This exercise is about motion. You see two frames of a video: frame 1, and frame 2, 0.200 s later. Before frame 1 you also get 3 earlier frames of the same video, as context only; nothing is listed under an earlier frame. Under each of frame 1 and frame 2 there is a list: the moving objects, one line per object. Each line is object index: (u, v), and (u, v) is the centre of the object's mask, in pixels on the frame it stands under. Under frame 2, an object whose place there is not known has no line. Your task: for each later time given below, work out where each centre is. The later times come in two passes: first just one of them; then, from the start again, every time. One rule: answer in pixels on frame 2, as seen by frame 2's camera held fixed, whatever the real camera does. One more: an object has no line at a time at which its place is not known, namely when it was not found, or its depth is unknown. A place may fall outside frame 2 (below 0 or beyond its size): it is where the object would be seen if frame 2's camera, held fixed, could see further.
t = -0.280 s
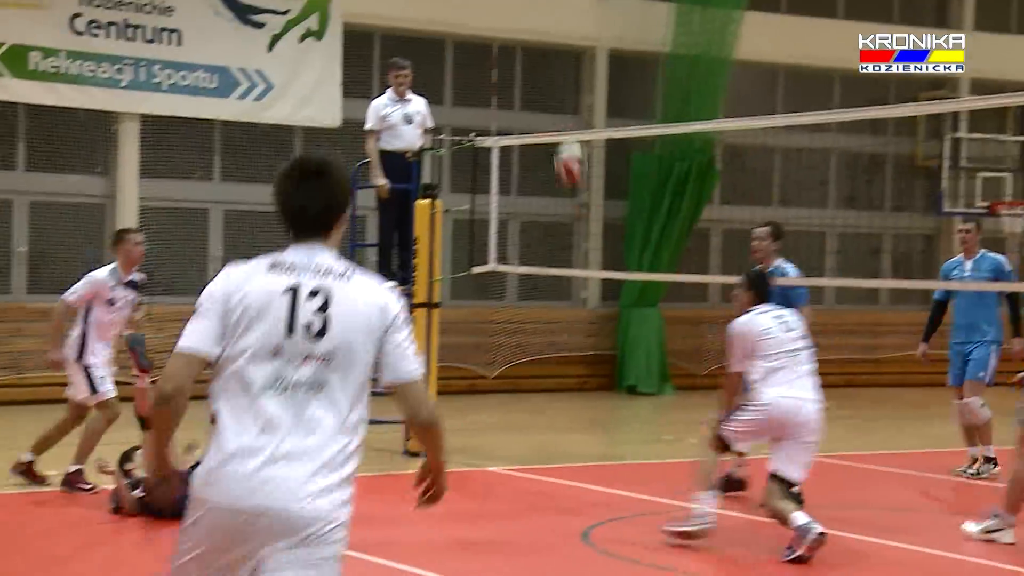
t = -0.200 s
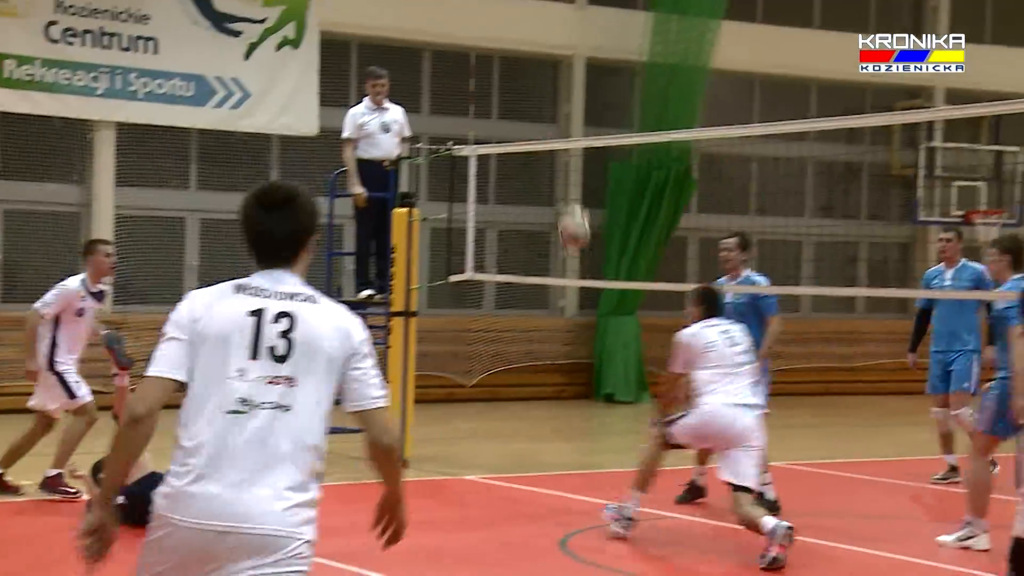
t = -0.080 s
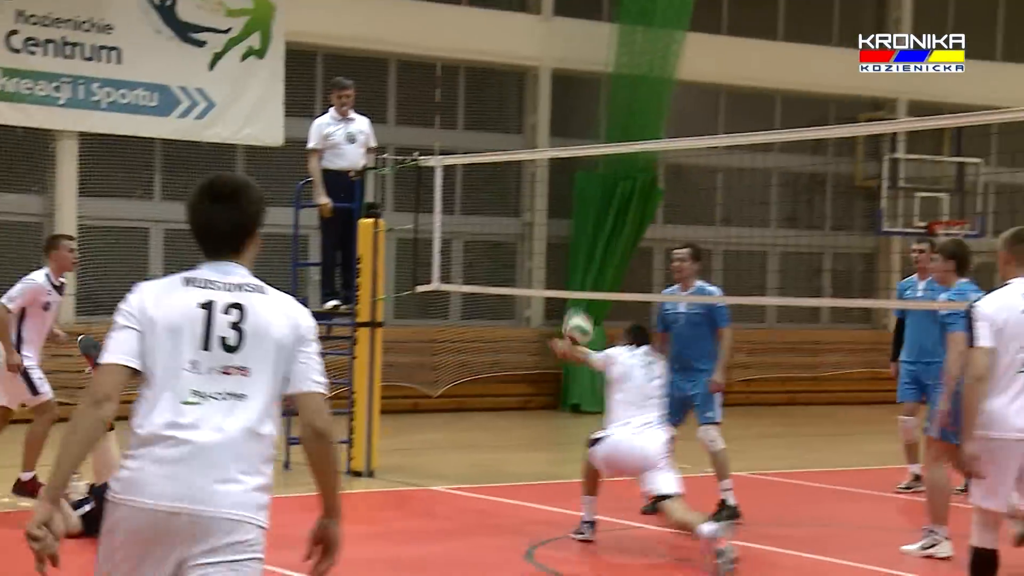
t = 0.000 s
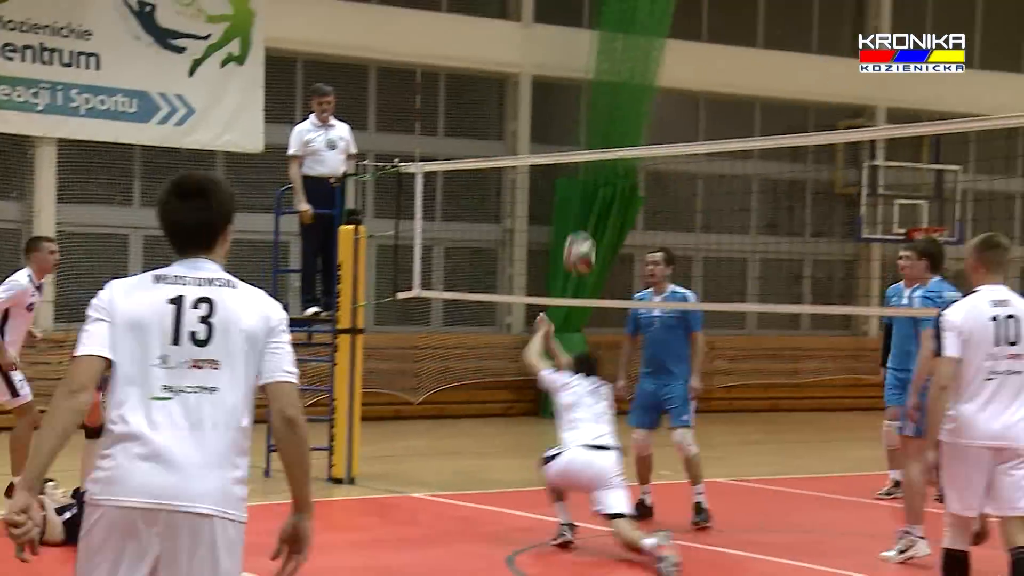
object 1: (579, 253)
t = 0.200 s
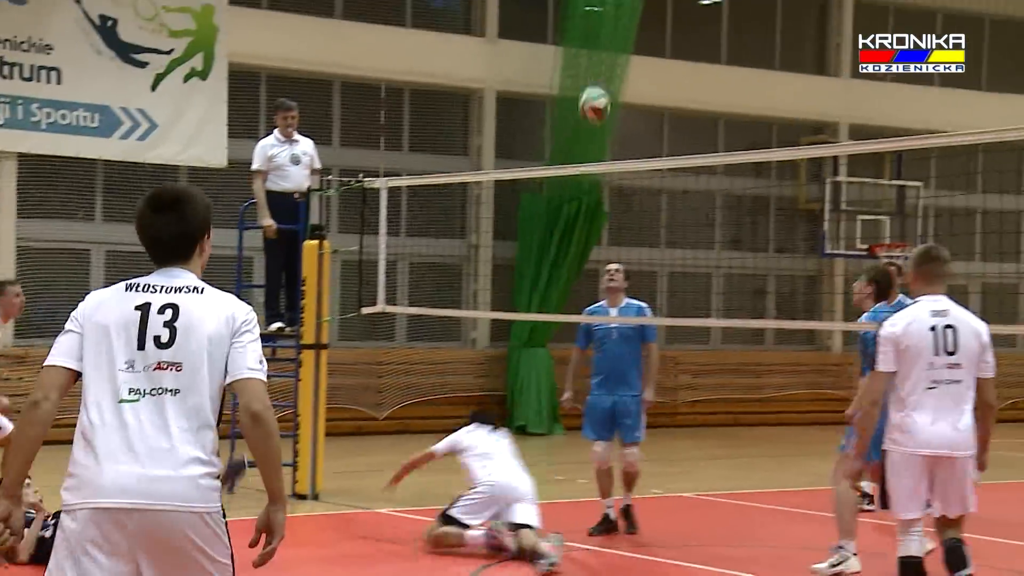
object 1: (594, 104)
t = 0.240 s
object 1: (605, 80)
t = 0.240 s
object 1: (605, 80)
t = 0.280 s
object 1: (615, 57)
